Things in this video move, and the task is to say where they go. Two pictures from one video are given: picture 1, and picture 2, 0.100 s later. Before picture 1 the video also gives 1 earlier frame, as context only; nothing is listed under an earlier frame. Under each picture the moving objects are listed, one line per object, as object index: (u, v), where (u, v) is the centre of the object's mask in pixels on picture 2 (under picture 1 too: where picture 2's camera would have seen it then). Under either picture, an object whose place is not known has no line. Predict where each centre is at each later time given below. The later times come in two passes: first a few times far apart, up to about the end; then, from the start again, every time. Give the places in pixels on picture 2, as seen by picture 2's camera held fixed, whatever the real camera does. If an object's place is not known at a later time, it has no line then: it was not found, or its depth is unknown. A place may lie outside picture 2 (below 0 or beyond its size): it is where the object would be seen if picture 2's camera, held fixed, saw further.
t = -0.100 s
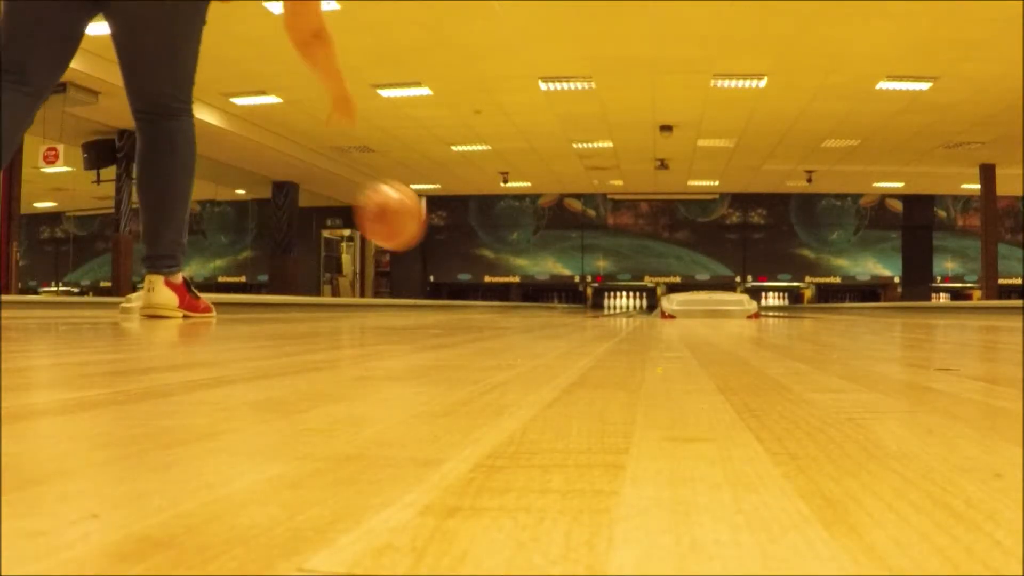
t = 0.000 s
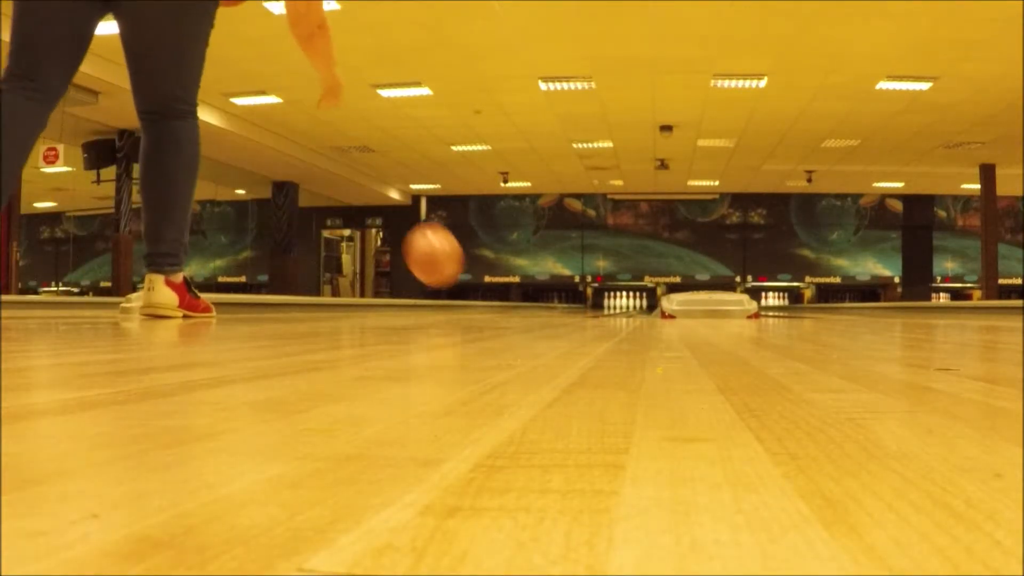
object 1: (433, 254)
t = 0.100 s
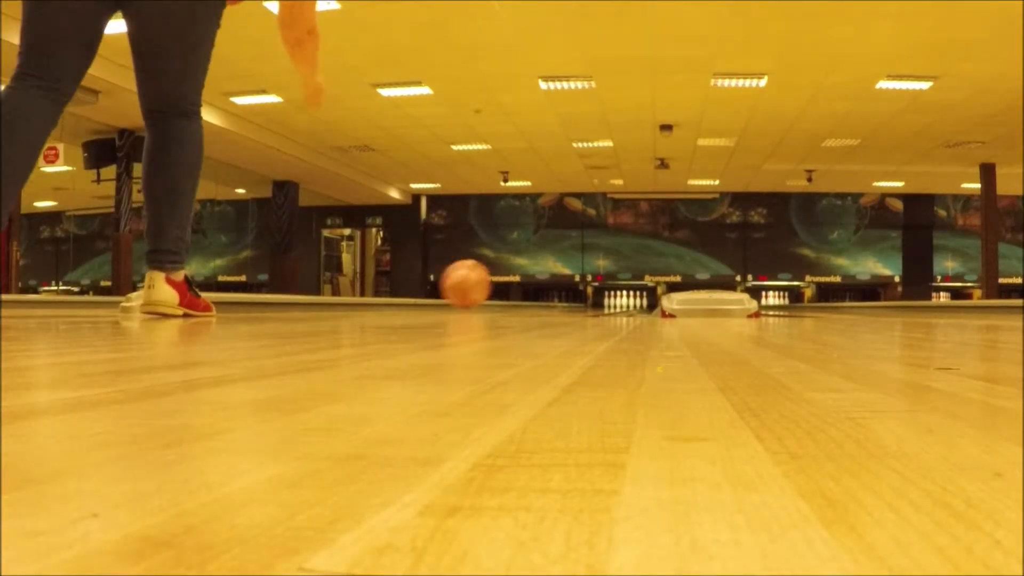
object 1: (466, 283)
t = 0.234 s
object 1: (497, 289)
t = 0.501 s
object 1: (537, 294)
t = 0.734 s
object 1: (559, 296)
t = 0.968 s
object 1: (575, 298)
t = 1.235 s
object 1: (589, 299)
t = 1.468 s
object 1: (596, 300)
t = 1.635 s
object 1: (602, 301)
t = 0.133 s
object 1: (474, 282)
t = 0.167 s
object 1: (482, 282)
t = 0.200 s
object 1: (489, 285)
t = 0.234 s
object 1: (497, 289)
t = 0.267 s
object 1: (503, 290)
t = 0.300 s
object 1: (509, 290)
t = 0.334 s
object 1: (514, 291)
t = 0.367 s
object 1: (520, 292)
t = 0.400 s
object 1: (524, 292)
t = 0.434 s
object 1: (528, 293)
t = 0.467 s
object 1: (533, 294)
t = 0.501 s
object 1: (537, 294)
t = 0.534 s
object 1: (541, 294)
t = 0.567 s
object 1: (544, 295)
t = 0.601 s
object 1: (547, 295)
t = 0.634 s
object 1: (551, 295)
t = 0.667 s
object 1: (554, 295)
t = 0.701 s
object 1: (557, 296)
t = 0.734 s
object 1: (559, 296)
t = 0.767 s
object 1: (562, 297)
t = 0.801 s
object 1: (565, 297)
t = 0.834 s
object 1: (567, 297)
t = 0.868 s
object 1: (569, 297)
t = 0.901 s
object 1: (571, 298)
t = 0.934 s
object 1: (573, 298)
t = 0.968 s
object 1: (575, 298)
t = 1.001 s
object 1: (577, 298)
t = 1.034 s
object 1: (579, 299)
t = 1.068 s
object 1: (581, 299)
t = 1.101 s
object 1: (583, 298)
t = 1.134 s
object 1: (584, 298)
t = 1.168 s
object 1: (586, 298)
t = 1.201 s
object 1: (587, 299)
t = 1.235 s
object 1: (589, 299)
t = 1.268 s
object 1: (590, 299)
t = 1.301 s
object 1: (591, 299)
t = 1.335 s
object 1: (592, 299)
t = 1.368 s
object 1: (594, 299)
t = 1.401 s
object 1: (595, 300)
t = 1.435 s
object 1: (596, 300)
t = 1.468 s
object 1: (596, 300)
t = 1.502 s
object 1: (597, 300)
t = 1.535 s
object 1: (598, 301)
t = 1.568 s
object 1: (600, 301)
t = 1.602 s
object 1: (601, 301)
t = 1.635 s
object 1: (602, 301)
